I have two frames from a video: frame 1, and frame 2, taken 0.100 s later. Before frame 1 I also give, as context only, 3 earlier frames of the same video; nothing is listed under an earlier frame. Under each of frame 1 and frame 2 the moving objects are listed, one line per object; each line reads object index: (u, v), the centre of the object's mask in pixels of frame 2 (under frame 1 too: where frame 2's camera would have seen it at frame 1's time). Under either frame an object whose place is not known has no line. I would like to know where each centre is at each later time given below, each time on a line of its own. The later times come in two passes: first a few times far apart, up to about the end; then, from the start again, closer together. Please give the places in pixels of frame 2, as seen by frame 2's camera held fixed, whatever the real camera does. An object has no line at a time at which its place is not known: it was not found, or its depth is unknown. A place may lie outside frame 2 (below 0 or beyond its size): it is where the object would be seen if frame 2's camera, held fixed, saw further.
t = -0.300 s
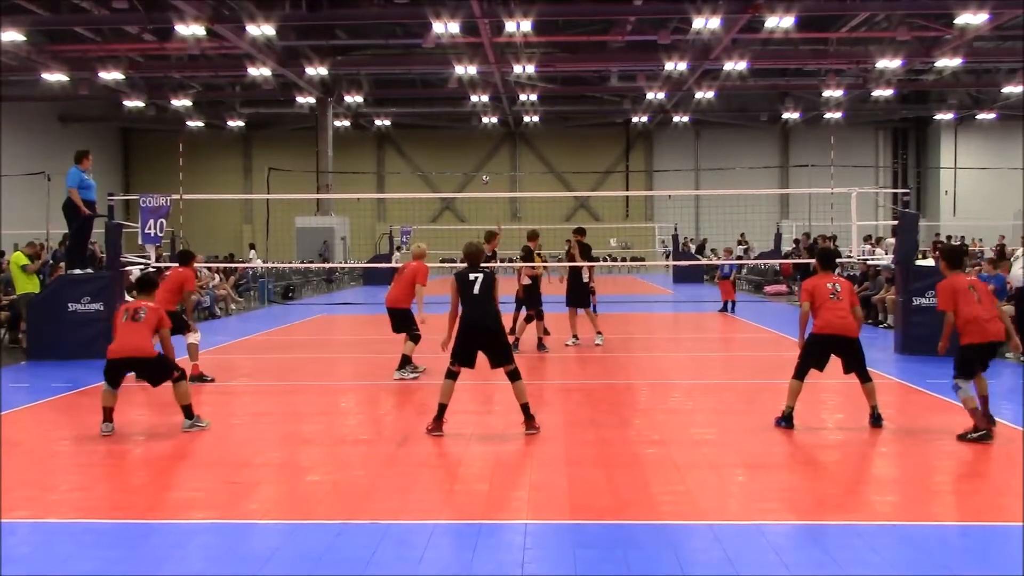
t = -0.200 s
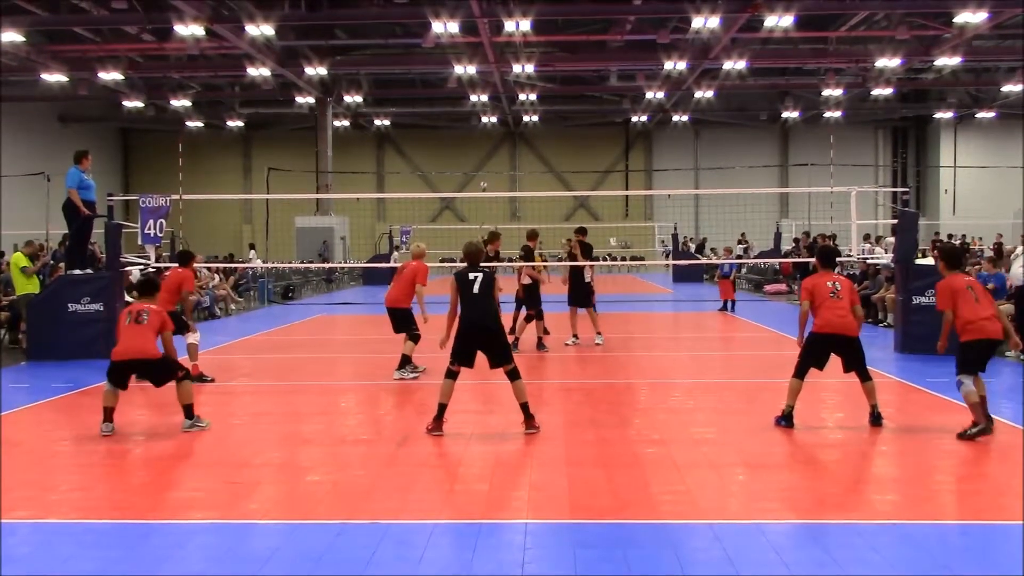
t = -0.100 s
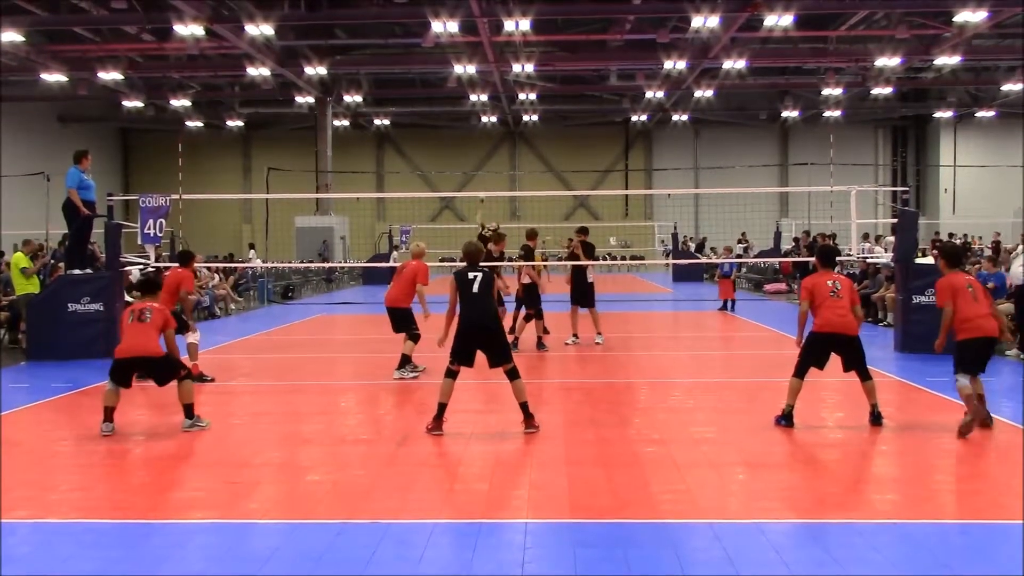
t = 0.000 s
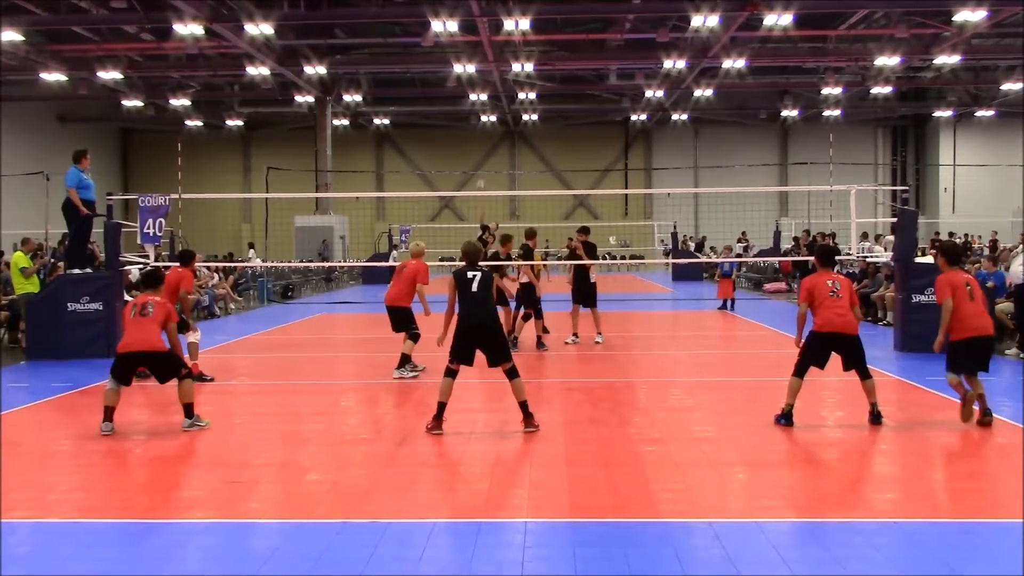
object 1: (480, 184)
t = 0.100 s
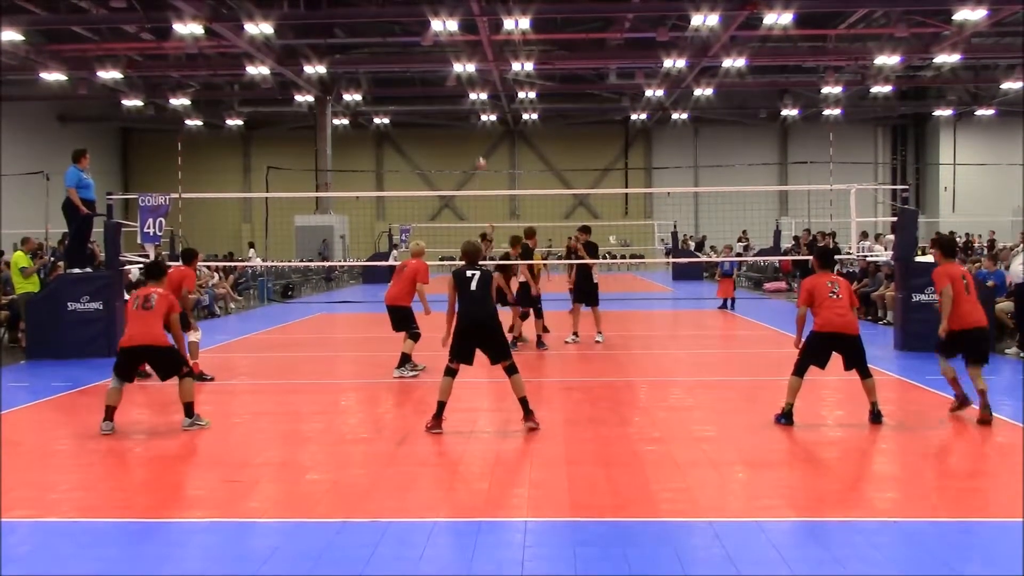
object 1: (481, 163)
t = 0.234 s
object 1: (478, 139)
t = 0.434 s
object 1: (470, 121)
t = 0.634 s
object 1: (453, 133)
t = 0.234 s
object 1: (478, 139)
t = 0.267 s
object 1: (476, 134)
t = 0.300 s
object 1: (476, 130)
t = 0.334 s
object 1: (474, 127)
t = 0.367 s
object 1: (474, 123)
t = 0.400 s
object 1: (472, 122)
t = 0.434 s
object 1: (470, 121)
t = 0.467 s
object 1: (470, 120)
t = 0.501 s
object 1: (468, 120)
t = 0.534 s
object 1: (466, 122)
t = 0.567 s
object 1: (459, 125)
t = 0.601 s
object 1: (456, 129)
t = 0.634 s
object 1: (453, 133)
